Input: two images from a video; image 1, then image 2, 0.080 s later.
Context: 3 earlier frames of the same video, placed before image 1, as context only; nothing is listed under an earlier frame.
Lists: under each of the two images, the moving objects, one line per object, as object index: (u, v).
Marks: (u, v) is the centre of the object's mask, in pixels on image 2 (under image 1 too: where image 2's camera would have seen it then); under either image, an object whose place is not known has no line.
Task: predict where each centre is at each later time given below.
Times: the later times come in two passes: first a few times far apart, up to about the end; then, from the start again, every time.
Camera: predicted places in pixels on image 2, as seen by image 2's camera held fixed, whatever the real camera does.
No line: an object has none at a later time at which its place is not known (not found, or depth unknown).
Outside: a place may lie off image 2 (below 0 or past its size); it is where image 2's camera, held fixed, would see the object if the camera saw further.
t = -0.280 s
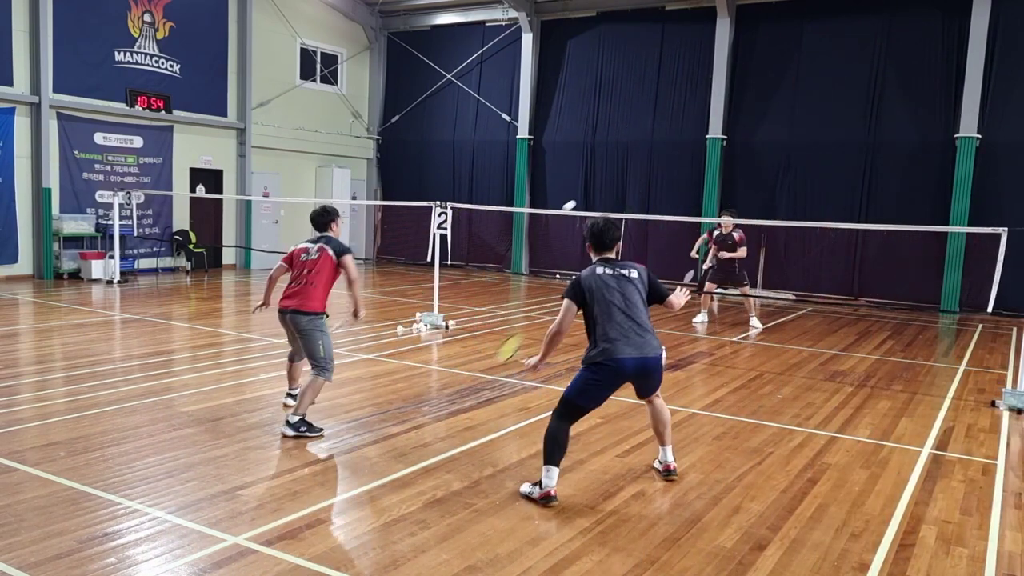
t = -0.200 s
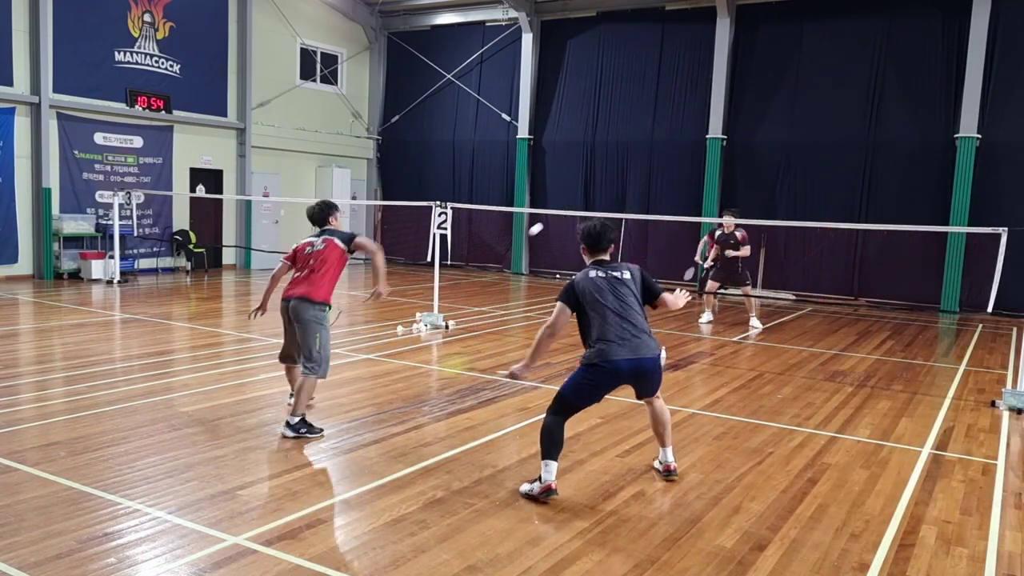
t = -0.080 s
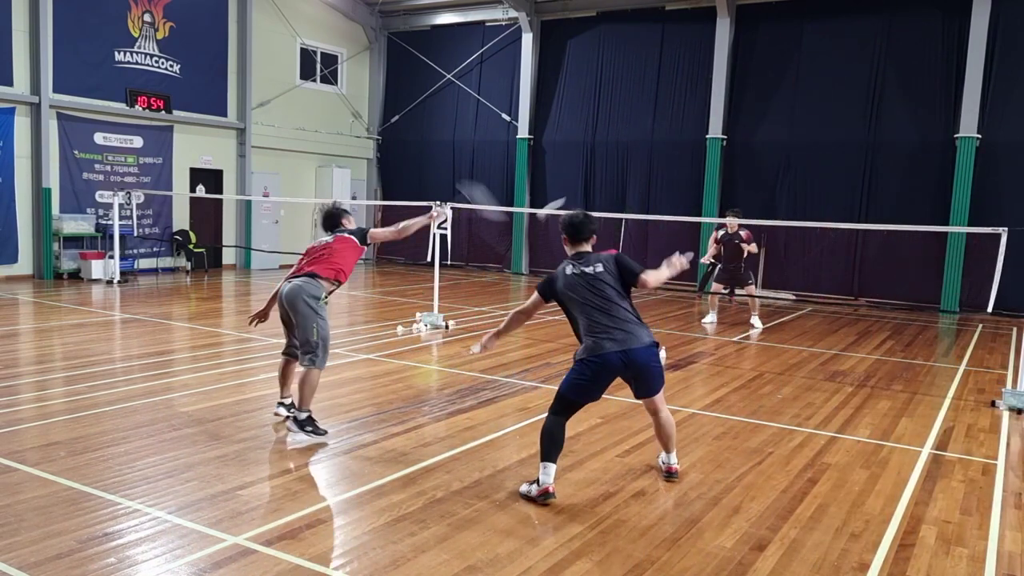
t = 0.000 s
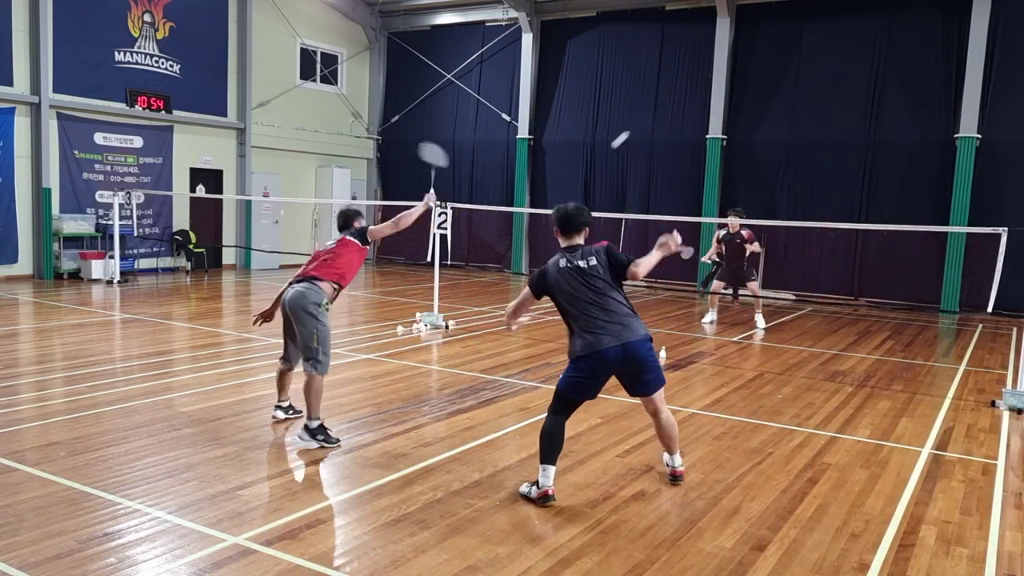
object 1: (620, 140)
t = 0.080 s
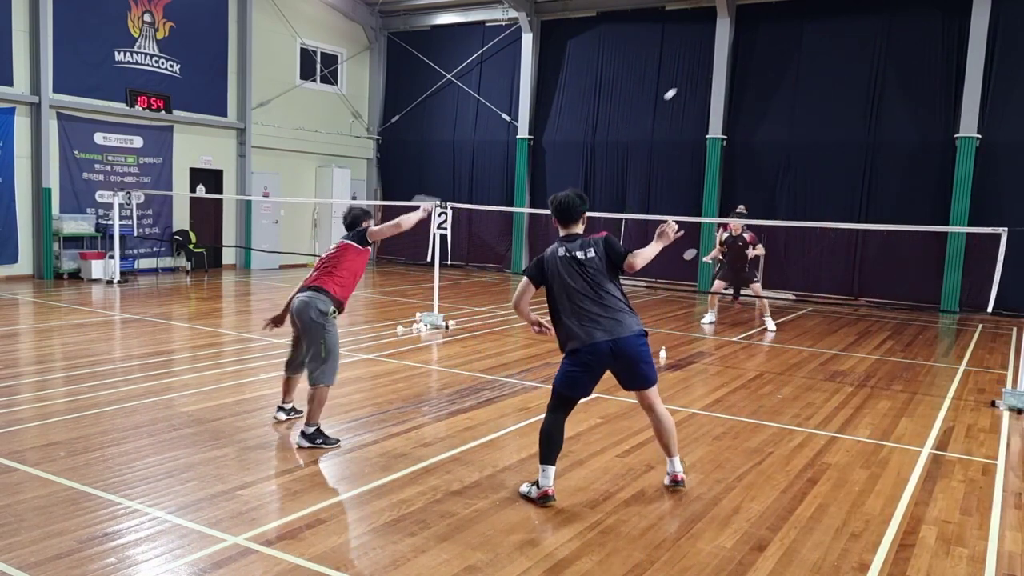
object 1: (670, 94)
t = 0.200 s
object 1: (712, 64)
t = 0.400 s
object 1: (752, 54)
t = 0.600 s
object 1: (776, 74)
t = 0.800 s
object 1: (792, 113)
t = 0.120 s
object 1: (690, 77)
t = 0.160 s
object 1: (702, 70)
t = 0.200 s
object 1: (712, 64)
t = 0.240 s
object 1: (724, 58)
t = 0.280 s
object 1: (732, 55)
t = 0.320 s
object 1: (738, 54)
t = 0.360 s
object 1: (747, 53)
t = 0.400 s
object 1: (752, 54)
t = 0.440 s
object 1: (759, 57)
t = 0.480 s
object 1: (764, 60)
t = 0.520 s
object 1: (768, 63)
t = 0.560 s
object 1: (773, 69)
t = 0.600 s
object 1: (776, 74)
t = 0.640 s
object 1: (781, 82)
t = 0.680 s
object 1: (784, 88)
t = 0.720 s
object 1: (786, 94)
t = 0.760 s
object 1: (790, 105)
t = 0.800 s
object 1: (792, 113)
